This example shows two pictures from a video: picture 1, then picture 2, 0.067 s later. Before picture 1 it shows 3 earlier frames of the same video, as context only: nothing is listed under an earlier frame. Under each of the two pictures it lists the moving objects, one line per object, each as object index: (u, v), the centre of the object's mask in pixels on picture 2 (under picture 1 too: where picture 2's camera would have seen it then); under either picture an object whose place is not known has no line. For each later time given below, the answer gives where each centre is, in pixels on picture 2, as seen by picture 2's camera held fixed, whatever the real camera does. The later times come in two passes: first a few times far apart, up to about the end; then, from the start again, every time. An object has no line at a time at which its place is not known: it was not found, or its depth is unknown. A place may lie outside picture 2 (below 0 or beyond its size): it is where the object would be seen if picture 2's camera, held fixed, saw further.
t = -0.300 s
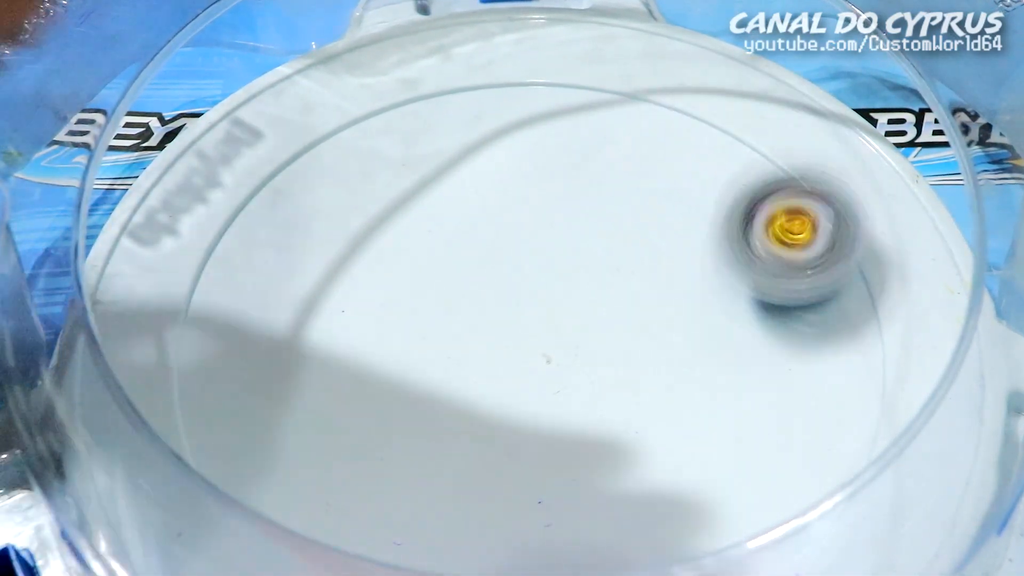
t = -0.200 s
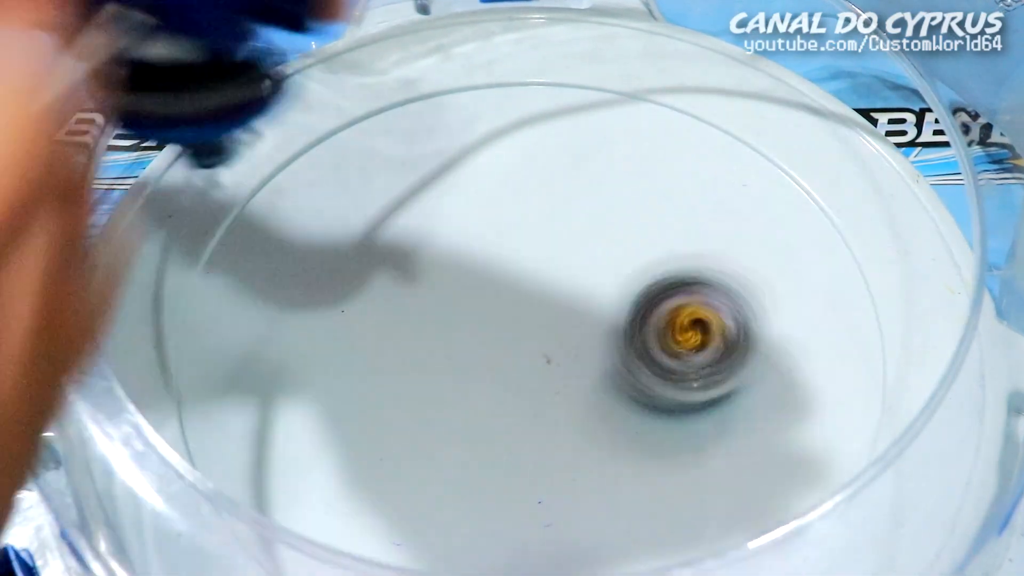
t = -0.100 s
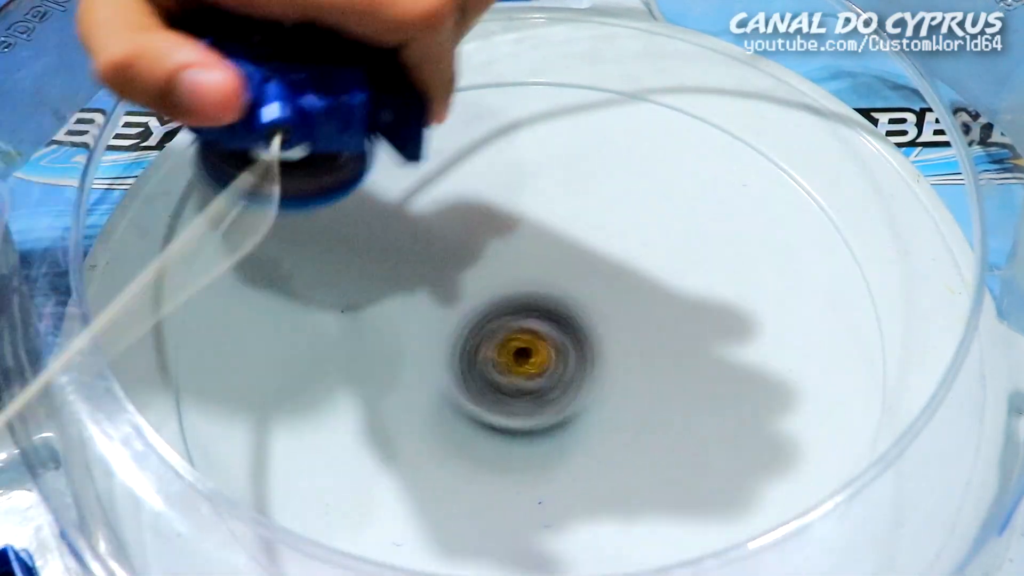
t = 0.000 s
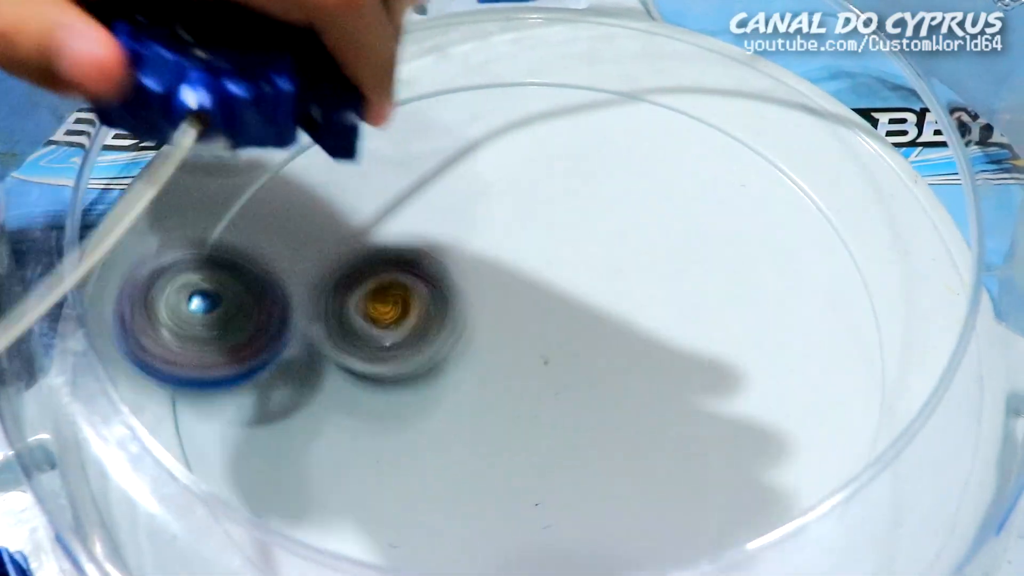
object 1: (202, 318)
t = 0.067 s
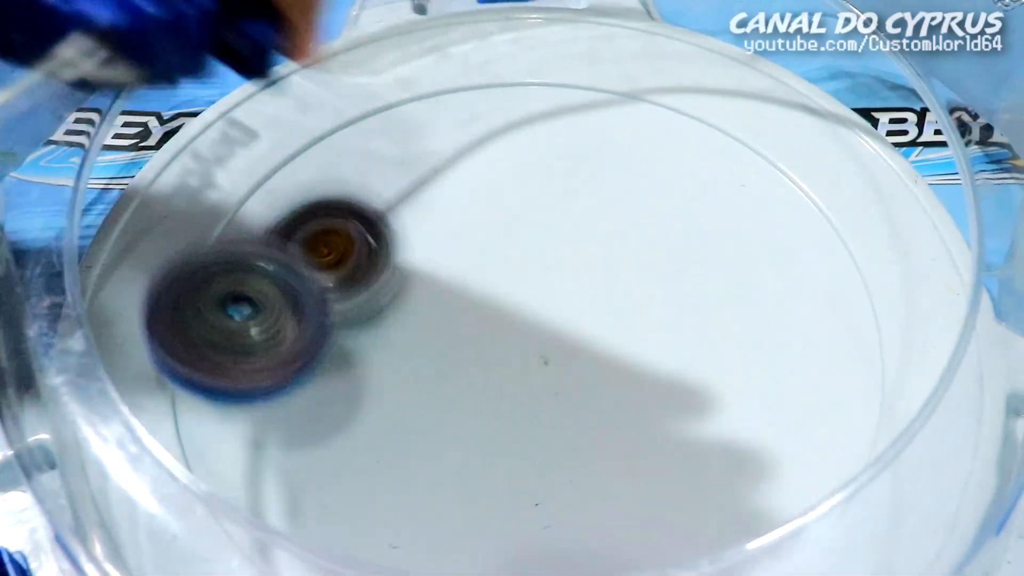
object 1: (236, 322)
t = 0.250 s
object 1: (401, 449)
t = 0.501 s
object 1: (625, 396)
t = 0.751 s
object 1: (789, 511)
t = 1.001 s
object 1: (494, 351)
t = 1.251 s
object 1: (626, 429)
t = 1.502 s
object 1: (698, 321)
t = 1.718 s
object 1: (683, 217)
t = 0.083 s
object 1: (250, 340)
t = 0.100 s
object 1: (266, 362)
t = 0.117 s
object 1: (284, 390)
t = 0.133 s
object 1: (303, 421)
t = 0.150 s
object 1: (323, 446)
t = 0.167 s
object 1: (331, 438)
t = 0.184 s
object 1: (343, 431)
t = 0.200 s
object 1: (355, 430)
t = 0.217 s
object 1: (369, 431)
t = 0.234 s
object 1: (384, 437)
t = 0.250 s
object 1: (401, 449)
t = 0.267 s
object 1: (417, 459)
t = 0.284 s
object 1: (433, 447)
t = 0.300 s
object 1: (446, 440)
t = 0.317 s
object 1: (462, 438)
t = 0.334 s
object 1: (477, 441)
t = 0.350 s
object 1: (493, 440)
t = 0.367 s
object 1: (510, 433)
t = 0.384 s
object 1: (526, 429)
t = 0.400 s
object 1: (542, 425)
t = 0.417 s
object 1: (557, 420)
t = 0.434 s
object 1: (572, 415)
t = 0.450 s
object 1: (586, 410)
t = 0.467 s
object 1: (600, 406)
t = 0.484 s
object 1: (612, 401)
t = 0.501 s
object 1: (625, 396)
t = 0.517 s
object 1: (635, 391)
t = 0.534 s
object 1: (644, 385)
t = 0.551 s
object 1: (668, 396)
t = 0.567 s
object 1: (706, 419)
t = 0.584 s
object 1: (745, 442)
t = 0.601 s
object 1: (775, 456)
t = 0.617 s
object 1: (817, 483)
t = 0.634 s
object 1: (844, 494)
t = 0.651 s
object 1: (870, 509)
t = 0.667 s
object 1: (899, 528)
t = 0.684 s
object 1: (873, 522)
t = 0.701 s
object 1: (846, 520)
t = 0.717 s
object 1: (827, 521)
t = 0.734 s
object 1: (811, 516)
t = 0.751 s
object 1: (789, 511)
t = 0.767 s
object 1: (765, 509)
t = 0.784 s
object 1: (731, 498)
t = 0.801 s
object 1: (713, 498)
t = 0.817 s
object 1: (697, 494)
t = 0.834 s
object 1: (673, 490)
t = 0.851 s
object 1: (651, 476)
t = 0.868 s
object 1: (629, 465)
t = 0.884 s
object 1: (608, 454)
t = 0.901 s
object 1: (588, 440)
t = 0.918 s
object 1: (568, 423)
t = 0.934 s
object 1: (550, 411)
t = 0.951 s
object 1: (534, 400)
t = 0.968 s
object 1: (519, 383)
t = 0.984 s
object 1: (505, 366)
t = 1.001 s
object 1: (494, 351)
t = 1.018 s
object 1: (483, 339)
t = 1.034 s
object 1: (473, 322)
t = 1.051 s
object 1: (467, 306)
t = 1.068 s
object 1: (466, 299)
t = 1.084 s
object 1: (477, 310)
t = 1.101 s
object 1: (492, 332)
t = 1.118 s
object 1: (505, 350)
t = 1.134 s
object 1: (522, 361)
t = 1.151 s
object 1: (538, 374)
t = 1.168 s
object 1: (554, 389)
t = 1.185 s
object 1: (569, 402)
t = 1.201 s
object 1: (585, 413)
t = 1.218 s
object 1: (600, 418)
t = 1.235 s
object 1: (613, 425)
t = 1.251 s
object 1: (626, 429)
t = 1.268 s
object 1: (636, 431)
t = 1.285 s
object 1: (646, 430)
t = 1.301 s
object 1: (654, 427)
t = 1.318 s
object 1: (662, 423)
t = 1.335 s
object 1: (669, 418)
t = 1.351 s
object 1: (674, 411)
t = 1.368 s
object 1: (679, 405)
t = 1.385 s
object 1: (684, 395)
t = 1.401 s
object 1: (687, 386)
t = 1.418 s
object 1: (690, 375)
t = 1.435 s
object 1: (693, 365)
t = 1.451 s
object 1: (694, 353)
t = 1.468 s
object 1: (696, 342)
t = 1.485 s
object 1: (697, 332)
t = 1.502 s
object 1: (698, 321)
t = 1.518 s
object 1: (697, 309)
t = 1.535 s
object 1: (698, 300)
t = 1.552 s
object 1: (697, 289)
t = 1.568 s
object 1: (697, 280)
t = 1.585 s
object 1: (696, 270)
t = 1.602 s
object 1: (695, 262)
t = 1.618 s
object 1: (693, 254)
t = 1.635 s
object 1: (693, 245)
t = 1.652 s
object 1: (691, 240)
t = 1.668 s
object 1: (690, 232)
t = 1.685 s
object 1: (687, 225)
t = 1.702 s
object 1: (685, 221)
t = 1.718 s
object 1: (683, 217)
